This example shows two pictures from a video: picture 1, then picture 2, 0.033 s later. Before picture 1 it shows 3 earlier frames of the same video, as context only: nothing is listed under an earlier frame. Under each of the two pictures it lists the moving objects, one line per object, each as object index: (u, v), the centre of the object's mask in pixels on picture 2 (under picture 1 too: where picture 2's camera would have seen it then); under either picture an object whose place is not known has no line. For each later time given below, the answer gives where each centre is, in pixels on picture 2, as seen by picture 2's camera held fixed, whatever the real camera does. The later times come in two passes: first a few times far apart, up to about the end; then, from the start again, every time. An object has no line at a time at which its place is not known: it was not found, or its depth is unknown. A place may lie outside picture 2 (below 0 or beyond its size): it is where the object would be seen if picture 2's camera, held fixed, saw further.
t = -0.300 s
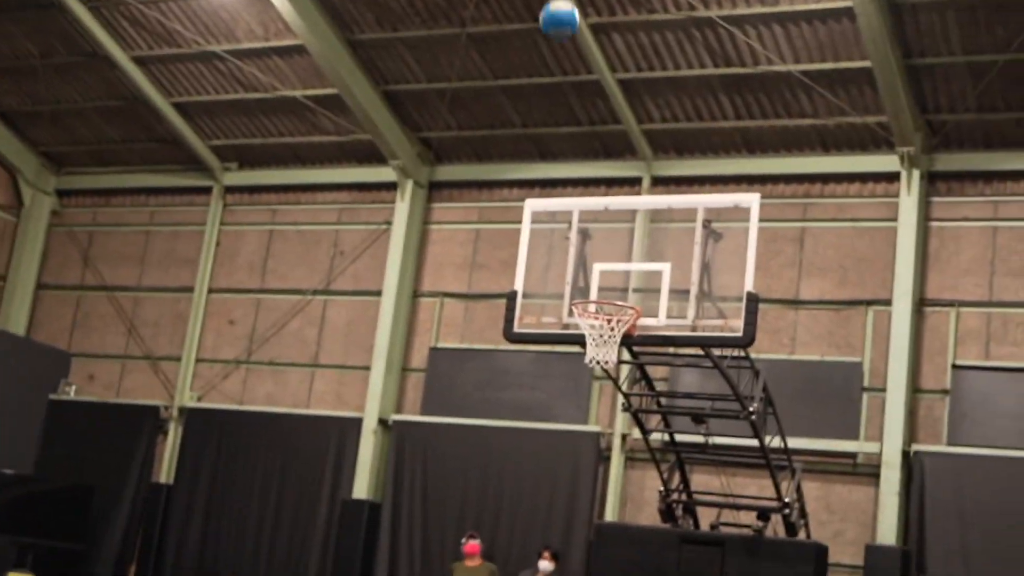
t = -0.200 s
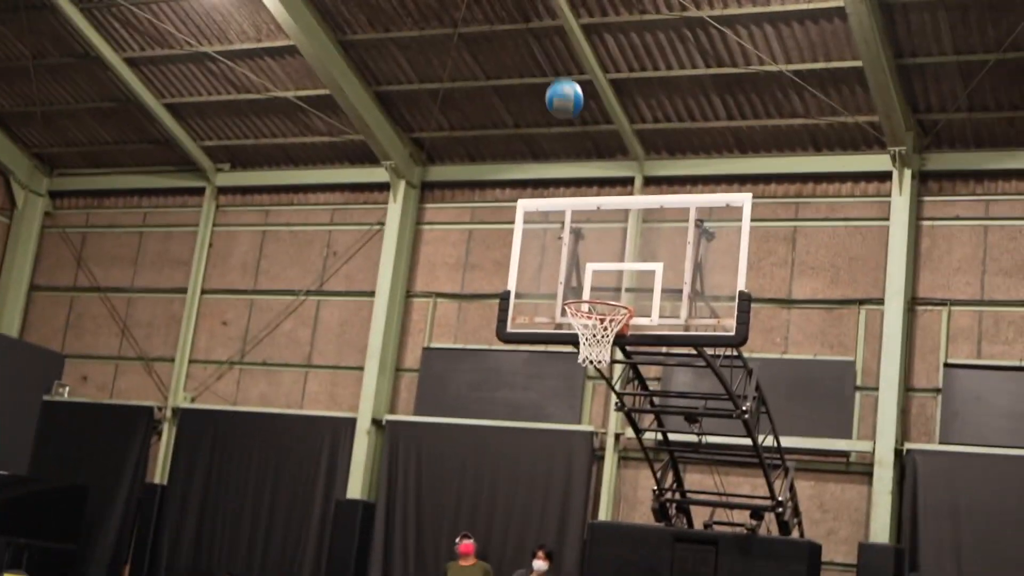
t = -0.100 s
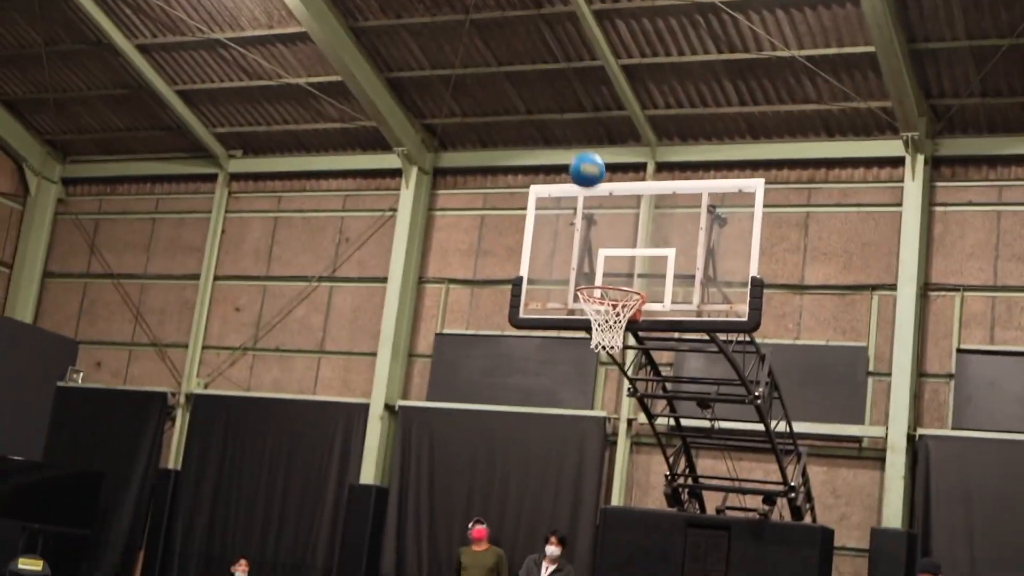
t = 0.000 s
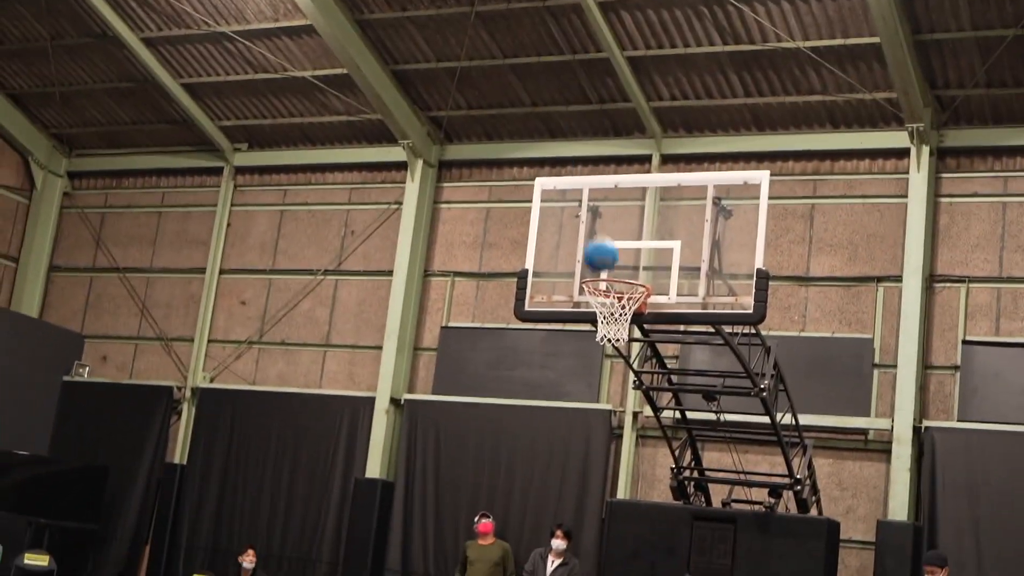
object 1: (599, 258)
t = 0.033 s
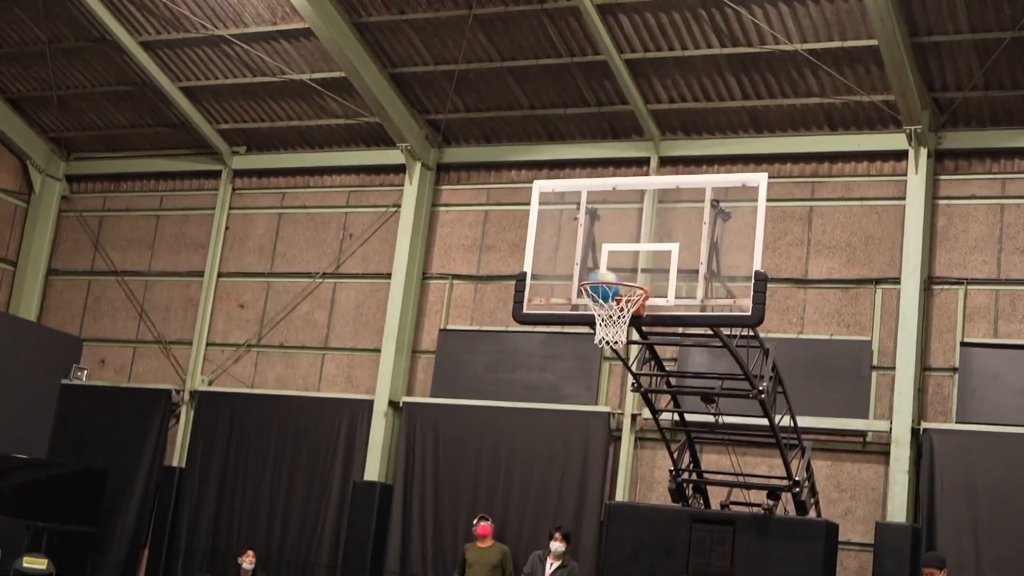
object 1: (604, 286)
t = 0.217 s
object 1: (626, 317)
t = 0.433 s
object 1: (589, 370)
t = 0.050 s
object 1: (609, 293)
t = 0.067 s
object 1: (620, 298)
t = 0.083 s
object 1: (631, 308)
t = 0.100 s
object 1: (638, 313)
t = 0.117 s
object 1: (640, 313)
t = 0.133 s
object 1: (639, 323)
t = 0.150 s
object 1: (633, 319)
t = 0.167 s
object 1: (631, 317)
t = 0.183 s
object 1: (629, 317)
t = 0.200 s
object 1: (628, 317)
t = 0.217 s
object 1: (626, 317)
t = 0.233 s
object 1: (624, 318)
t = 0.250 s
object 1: (621, 320)
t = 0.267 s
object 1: (618, 322)
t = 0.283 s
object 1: (615, 325)
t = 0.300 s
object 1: (613, 328)
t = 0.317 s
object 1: (610, 332)
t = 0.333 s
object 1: (607, 336)
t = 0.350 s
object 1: (605, 341)
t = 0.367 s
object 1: (602, 346)
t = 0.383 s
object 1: (598, 351)
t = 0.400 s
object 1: (595, 357)
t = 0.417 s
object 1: (593, 363)
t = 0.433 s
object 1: (589, 370)
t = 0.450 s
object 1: (586, 376)
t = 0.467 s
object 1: (584, 384)
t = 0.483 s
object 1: (580, 391)
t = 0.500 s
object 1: (577, 400)
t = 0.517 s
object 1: (574, 409)
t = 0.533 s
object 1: (570, 418)
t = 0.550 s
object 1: (568, 428)
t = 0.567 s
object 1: (564, 438)
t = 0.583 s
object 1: (561, 449)
